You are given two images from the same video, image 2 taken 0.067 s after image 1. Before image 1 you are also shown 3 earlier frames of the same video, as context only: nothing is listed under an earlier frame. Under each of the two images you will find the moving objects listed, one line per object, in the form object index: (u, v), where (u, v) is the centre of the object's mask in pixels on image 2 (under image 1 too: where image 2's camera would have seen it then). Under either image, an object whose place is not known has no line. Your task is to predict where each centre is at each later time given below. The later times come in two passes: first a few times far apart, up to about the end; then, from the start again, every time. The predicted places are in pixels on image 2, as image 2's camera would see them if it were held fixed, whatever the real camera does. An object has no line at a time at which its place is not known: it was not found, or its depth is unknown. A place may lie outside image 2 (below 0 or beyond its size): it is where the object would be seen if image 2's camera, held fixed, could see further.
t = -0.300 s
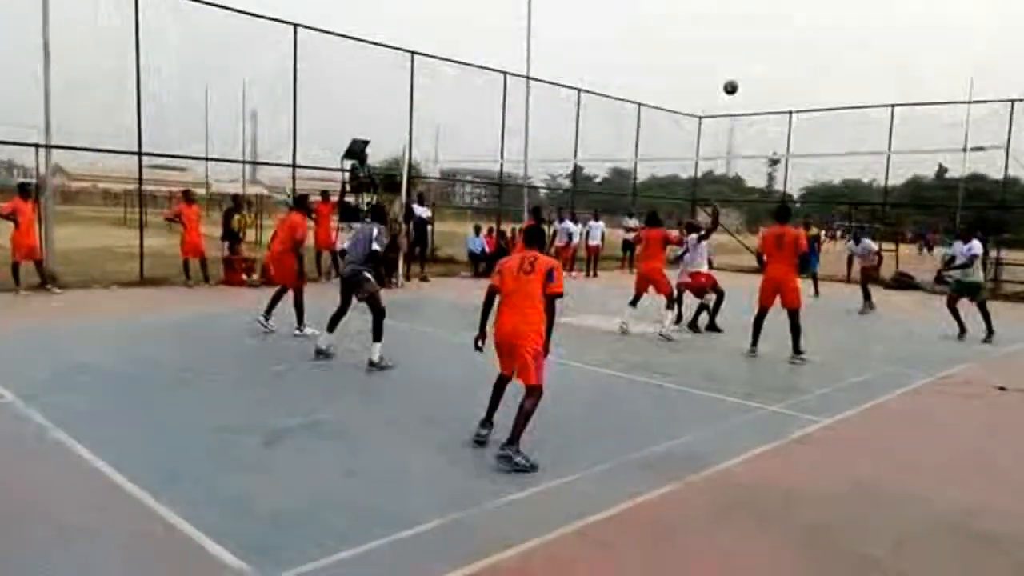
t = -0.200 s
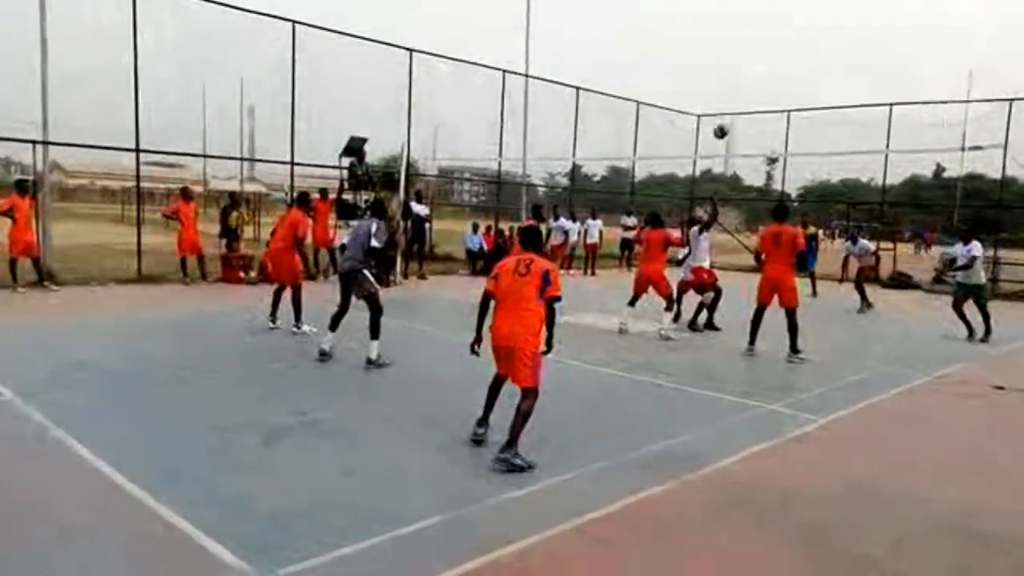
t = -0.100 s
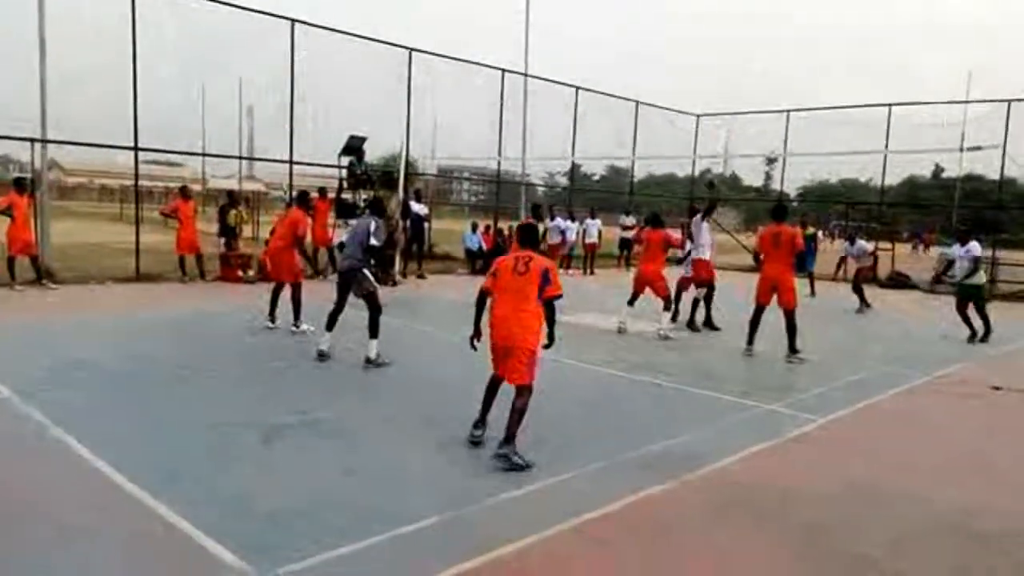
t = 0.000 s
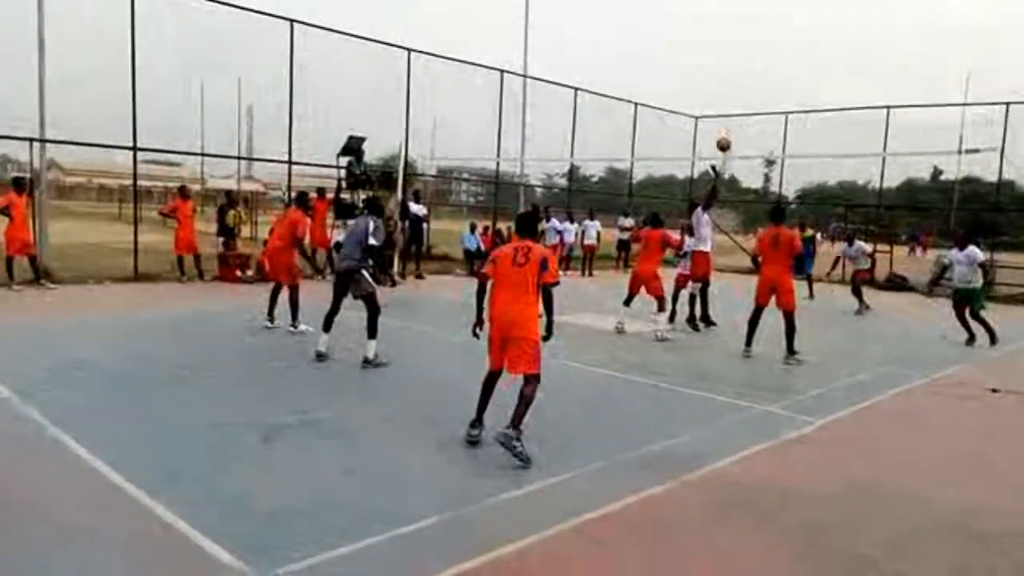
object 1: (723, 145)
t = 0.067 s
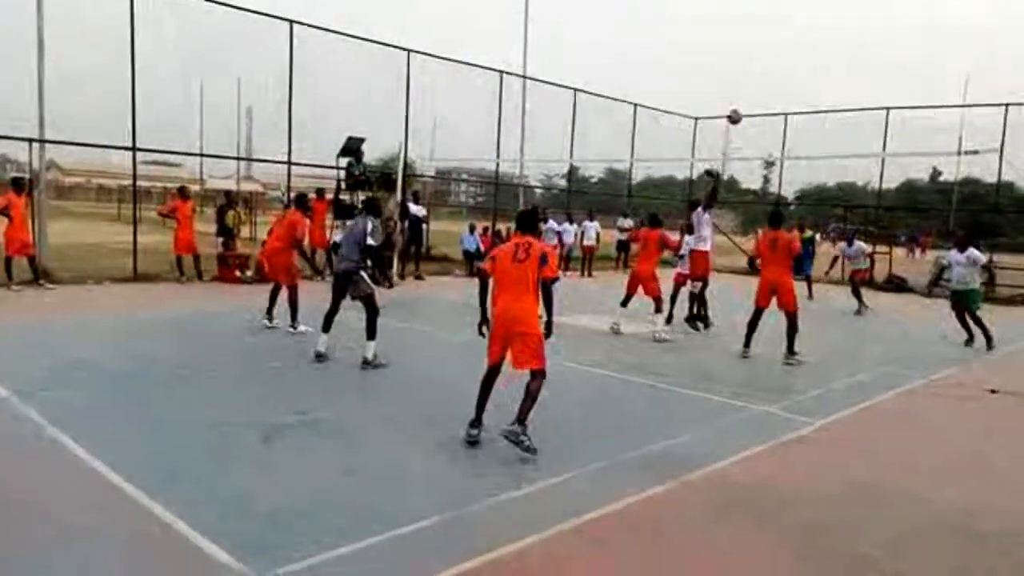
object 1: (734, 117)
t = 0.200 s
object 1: (757, 67)
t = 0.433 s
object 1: (797, 10)
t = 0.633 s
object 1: (827, -6)
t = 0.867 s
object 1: (858, 12)
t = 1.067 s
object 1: (881, 61)
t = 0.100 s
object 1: (740, 104)
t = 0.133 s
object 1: (746, 90)
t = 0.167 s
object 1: (752, 78)
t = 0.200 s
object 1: (757, 67)
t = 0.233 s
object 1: (763, 57)
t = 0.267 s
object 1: (769, 47)
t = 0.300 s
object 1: (775, 38)
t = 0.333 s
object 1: (781, 30)
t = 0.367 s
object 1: (787, 22)
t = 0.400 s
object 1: (791, 16)
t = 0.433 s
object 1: (797, 10)
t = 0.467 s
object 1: (802, 5)
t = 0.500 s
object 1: (808, 1)
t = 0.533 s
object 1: (812, -1)
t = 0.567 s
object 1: (817, -3)
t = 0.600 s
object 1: (822, -4)
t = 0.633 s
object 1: (827, -6)
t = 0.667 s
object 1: (832, -7)
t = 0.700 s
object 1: (836, -6)
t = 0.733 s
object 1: (841, -5)
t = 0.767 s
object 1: (845, -2)
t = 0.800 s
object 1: (850, 2)
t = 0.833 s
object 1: (854, 6)
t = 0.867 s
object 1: (858, 12)
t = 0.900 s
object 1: (862, 18)
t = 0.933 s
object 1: (866, 25)
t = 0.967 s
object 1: (870, 32)
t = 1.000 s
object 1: (874, 41)
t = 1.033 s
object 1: (877, 51)
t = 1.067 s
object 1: (881, 61)
